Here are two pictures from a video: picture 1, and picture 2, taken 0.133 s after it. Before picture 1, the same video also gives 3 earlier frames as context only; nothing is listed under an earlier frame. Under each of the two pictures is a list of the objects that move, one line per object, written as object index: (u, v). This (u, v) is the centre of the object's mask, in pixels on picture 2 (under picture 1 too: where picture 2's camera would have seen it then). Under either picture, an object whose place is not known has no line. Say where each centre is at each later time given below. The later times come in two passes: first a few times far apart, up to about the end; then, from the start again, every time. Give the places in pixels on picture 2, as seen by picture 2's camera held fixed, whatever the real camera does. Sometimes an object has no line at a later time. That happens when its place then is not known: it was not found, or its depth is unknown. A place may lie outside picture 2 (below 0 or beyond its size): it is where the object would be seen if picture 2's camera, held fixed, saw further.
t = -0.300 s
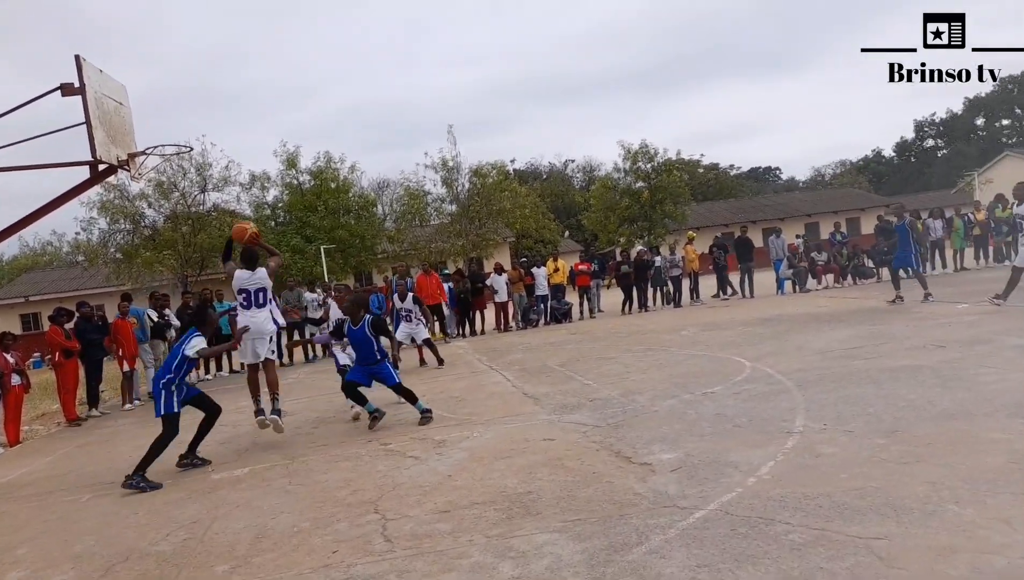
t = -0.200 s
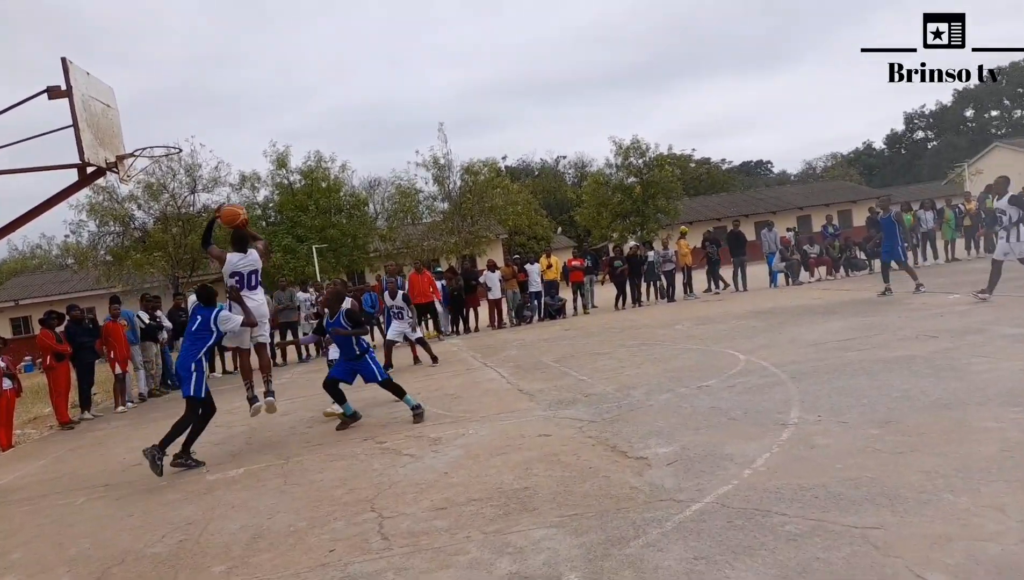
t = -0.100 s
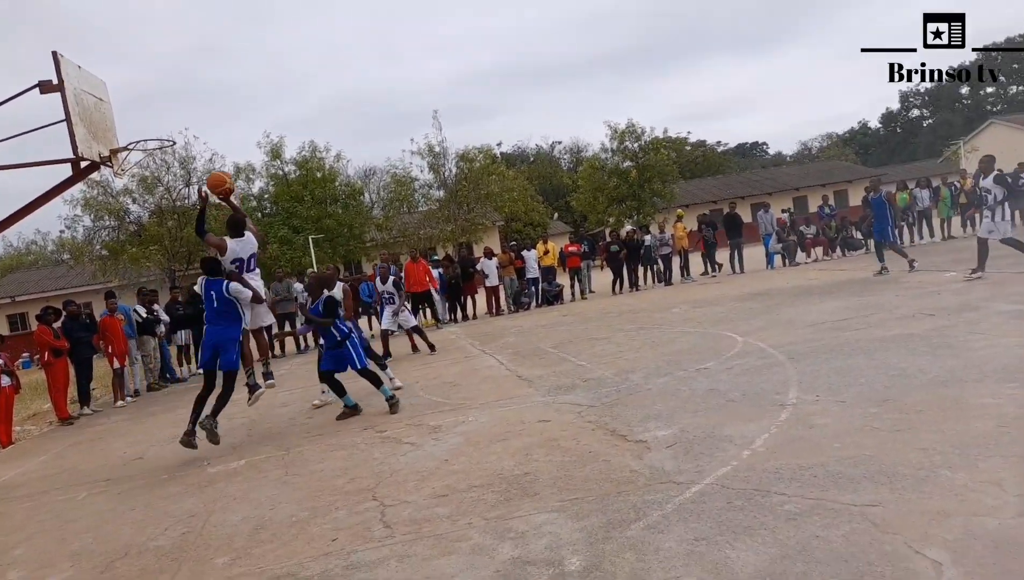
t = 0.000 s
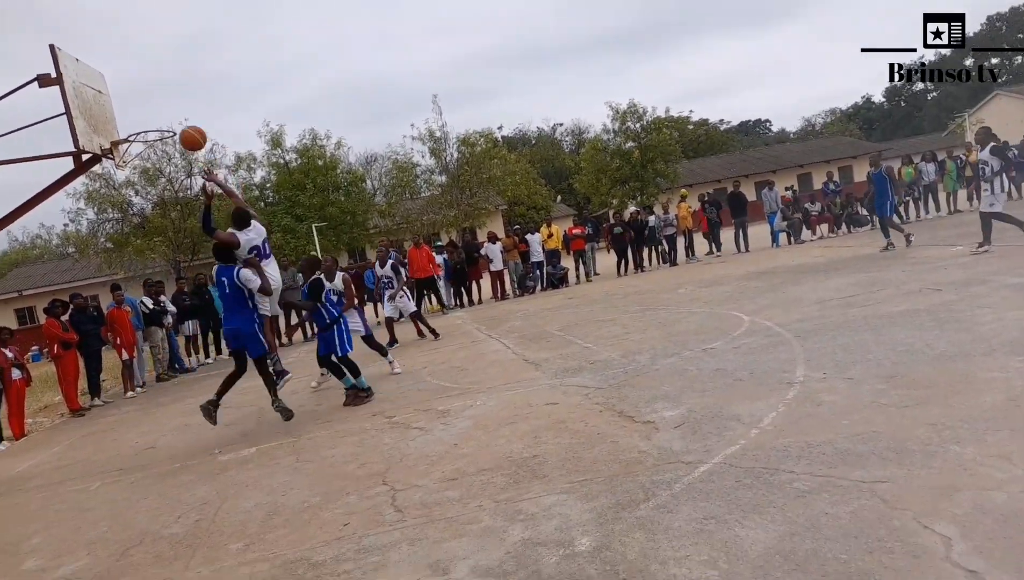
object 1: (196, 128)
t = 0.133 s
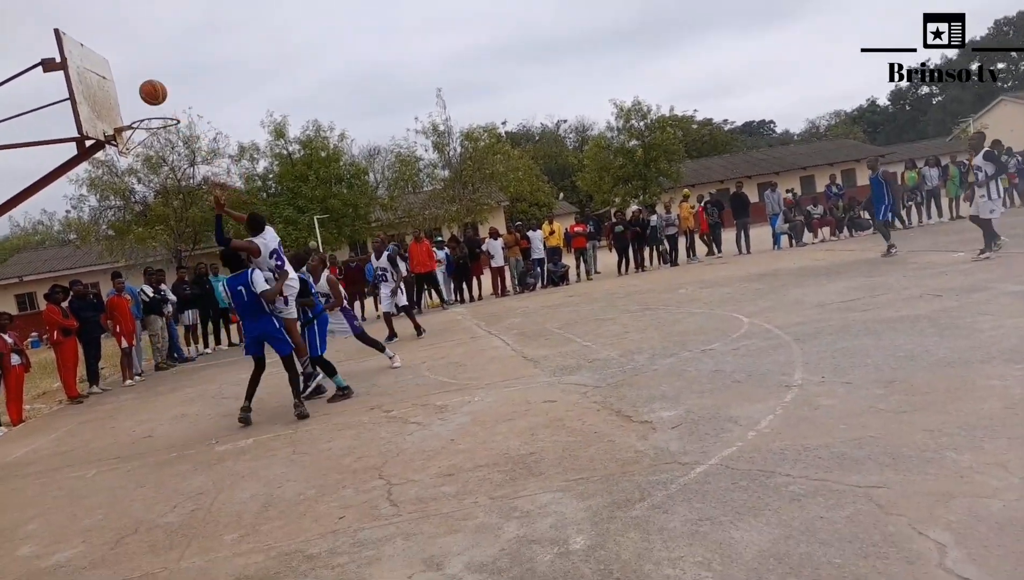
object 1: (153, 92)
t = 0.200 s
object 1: (133, 82)
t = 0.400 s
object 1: (98, 78)
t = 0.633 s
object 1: (163, 110)
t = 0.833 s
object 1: (159, 113)
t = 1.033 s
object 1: (161, 123)
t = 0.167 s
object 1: (143, 86)
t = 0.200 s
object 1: (133, 82)
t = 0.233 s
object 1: (122, 78)
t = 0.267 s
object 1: (113, 76)
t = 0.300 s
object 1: (103, 75)
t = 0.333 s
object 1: (94, 76)
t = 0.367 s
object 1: (87, 77)
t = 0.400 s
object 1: (98, 78)
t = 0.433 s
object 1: (109, 82)
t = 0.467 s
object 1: (120, 85)
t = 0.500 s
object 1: (131, 91)
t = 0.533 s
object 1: (142, 97)
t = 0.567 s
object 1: (153, 103)
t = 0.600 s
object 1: (163, 112)
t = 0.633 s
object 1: (163, 110)
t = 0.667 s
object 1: (162, 109)
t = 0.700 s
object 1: (162, 110)
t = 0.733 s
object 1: (161, 110)
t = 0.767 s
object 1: (162, 113)
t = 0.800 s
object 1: (162, 115)
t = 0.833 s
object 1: (159, 113)
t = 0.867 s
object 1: (159, 112)
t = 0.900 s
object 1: (160, 111)
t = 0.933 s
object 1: (161, 114)
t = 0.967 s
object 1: (160, 116)
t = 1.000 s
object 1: (160, 118)
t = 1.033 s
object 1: (161, 123)
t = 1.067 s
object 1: (163, 128)
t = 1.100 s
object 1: (164, 135)
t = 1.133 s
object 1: (164, 142)
